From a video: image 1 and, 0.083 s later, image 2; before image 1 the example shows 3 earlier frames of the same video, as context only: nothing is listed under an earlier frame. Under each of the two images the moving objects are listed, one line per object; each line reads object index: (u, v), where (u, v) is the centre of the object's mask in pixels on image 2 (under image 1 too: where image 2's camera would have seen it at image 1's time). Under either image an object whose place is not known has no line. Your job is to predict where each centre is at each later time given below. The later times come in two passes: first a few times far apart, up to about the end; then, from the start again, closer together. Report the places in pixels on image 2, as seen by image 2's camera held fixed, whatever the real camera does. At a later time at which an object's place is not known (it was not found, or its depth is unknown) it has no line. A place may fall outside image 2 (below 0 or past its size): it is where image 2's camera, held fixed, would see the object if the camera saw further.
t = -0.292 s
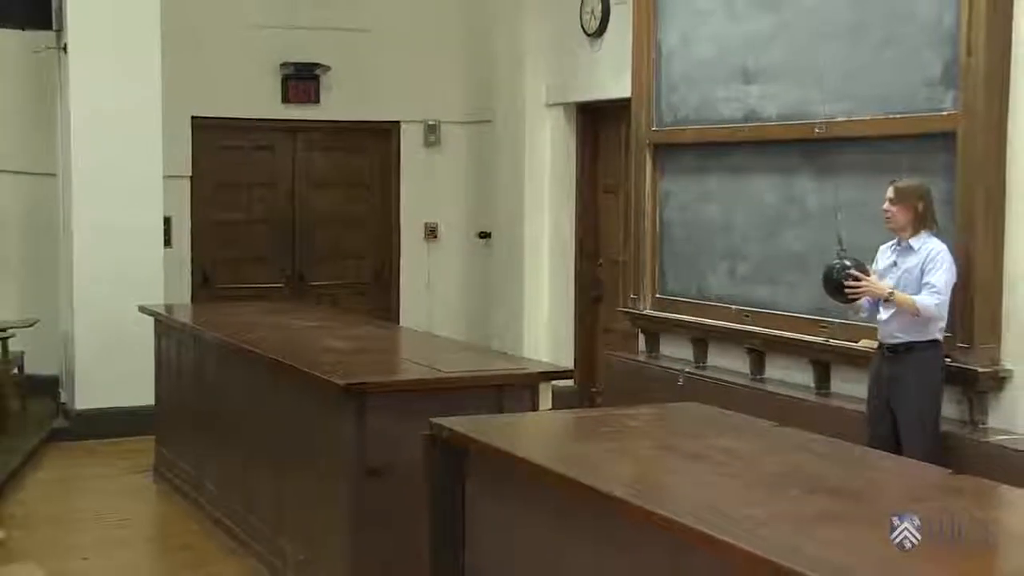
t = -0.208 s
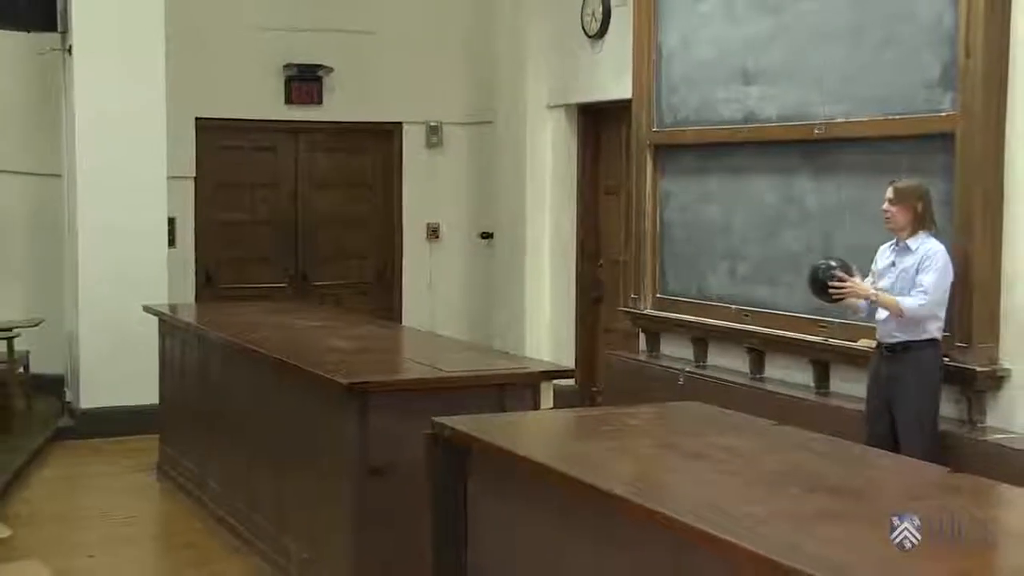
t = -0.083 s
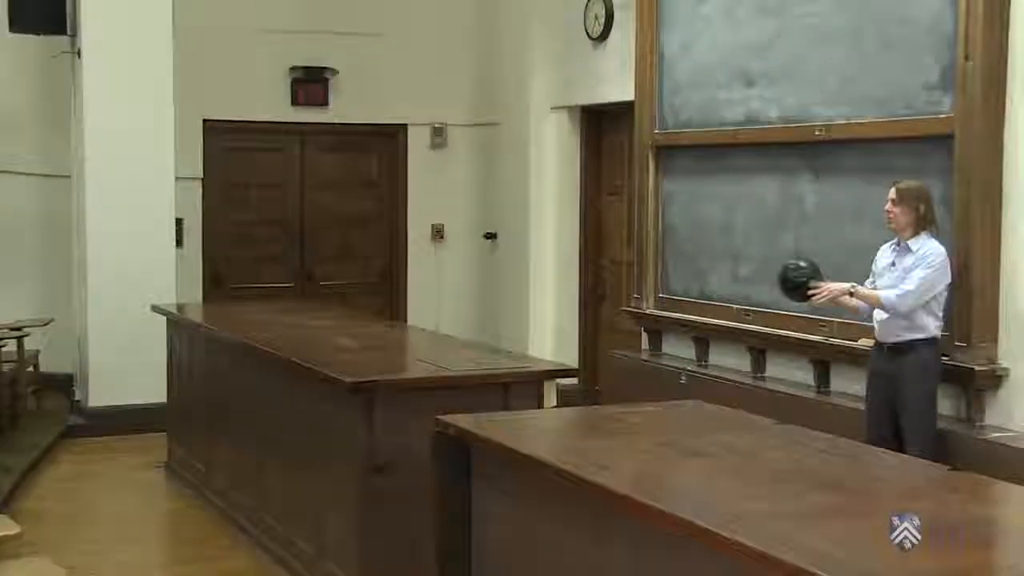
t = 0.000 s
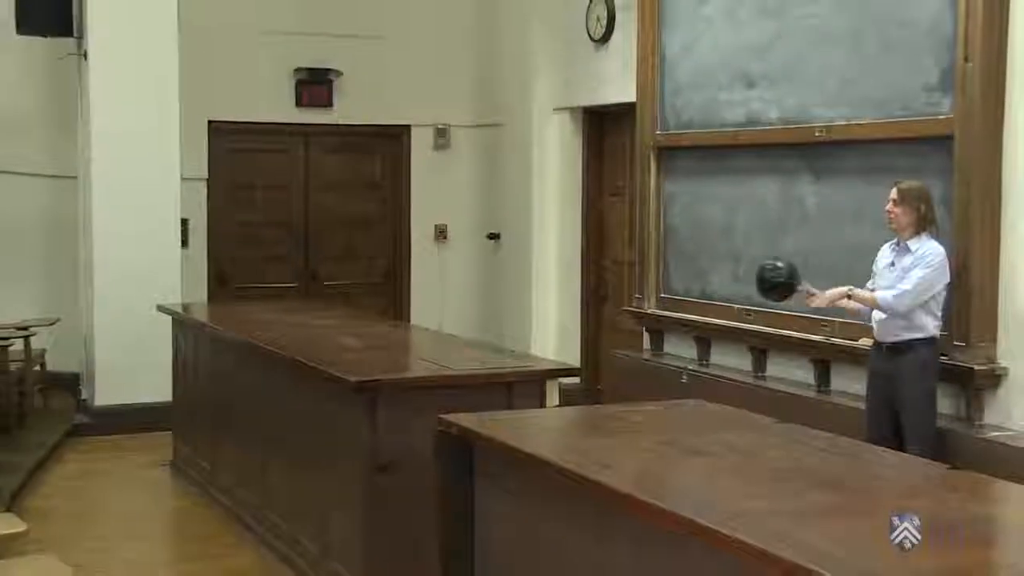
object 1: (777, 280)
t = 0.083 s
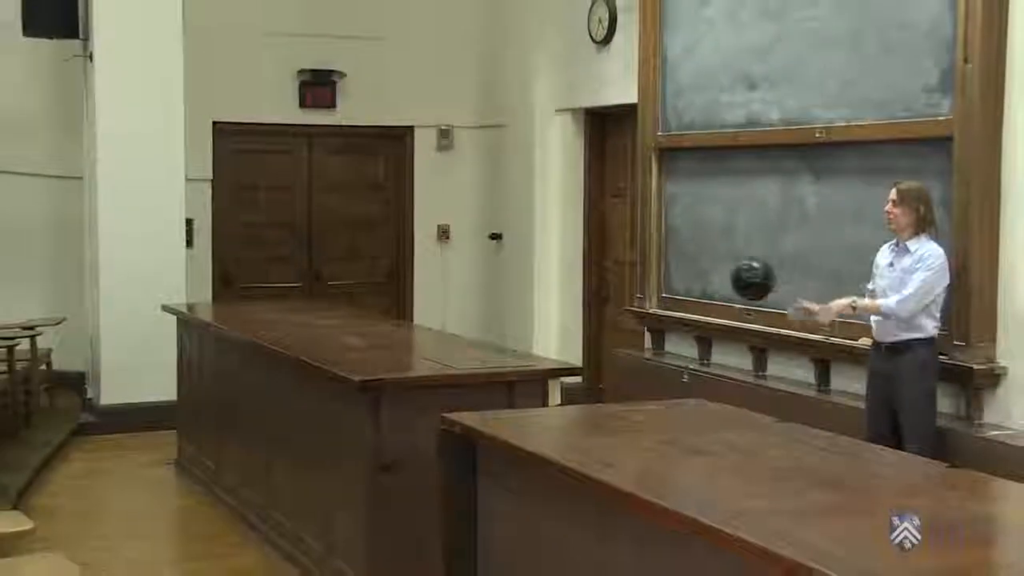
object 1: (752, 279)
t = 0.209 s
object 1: (712, 279)
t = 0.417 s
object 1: (641, 281)
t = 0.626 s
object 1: (563, 282)
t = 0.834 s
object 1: (486, 282)
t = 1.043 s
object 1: (414, 282)
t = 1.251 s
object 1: (339, 279)
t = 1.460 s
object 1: (274, 276)
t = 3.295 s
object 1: (348, 327)
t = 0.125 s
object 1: (739, 279)
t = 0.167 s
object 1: (726, 279)
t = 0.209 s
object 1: (712, 279)
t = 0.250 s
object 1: (699, 280)
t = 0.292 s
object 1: (684, 281)
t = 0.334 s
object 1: (670, 280)
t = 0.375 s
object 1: (654, 282)
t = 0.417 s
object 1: (641, 281)
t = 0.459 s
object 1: (625, 279)
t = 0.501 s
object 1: (610, 280)
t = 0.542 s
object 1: (593, 281)
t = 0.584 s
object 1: (579, 282)
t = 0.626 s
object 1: (563, 282)
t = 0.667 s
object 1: (549, 282)
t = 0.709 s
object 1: (532, 282)
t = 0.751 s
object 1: (518, 282)
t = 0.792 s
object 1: (501, 282)
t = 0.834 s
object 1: (486, 282)
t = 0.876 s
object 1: (473, 281)
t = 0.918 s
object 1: (457, 281)
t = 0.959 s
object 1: (442, 281)
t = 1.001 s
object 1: (427, 282)
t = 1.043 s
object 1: (414, 282)
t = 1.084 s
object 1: (400, 282)
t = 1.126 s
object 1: (384, 282)
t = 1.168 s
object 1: (369, 282)
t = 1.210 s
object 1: (355, 281)
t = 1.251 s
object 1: (339, 279)
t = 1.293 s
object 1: (329, 278)
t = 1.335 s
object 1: (315, 277)
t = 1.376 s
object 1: (301, 277)
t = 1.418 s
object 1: (287, 276)
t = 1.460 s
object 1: (274, 276)
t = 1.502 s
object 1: (266, 276)
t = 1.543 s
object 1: (252, 276)
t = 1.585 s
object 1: (239, 276)
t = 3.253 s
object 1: (327, 324)
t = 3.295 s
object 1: (348, 327)
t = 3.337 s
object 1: (369, 329)
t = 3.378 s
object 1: (391, 330)
